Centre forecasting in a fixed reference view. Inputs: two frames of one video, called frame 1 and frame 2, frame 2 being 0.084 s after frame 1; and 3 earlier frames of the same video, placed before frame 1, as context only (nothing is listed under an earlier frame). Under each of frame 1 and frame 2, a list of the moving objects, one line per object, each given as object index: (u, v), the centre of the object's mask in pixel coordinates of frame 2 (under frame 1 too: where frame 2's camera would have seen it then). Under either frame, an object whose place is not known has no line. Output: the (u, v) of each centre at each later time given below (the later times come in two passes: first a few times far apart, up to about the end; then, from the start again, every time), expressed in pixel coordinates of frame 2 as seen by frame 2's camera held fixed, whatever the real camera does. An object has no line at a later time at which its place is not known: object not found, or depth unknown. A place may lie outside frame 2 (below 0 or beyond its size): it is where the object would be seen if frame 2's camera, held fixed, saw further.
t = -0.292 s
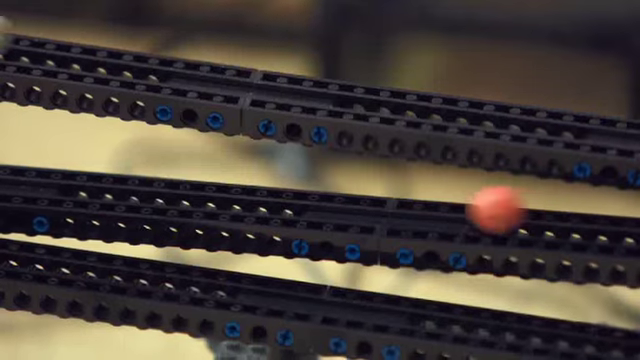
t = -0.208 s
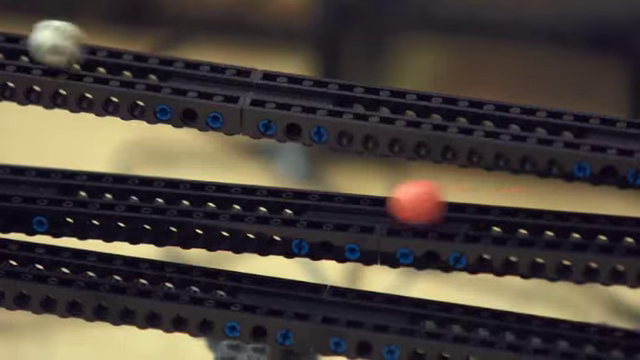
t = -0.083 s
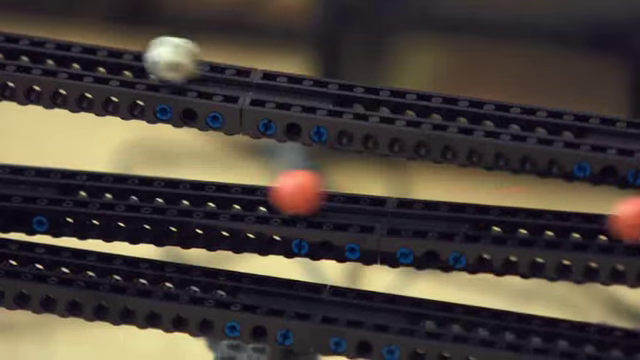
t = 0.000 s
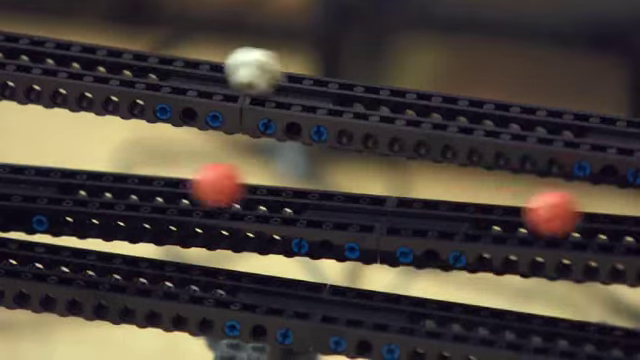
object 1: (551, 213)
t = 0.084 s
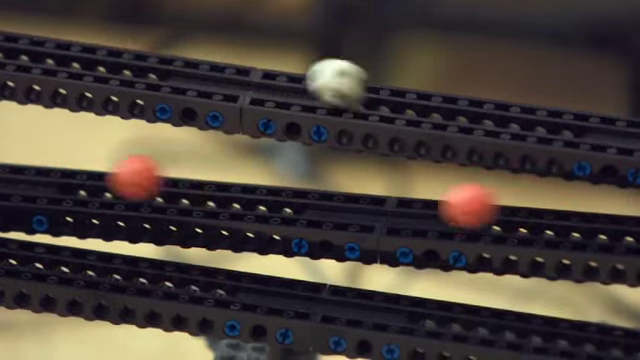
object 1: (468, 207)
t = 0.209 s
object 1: (342, 196)
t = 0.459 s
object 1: (92, 174)
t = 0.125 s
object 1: (426, 202)
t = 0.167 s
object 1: (384, 199)
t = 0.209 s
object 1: (342, 196)
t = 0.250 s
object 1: (302, 192)
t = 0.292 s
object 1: (261, 189)
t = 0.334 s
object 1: (218, 185)
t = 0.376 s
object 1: (177, 182)
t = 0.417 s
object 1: (134, 178)
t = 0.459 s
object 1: (92, 174)
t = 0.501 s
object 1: (52, 170)
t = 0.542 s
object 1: (17, 167)
